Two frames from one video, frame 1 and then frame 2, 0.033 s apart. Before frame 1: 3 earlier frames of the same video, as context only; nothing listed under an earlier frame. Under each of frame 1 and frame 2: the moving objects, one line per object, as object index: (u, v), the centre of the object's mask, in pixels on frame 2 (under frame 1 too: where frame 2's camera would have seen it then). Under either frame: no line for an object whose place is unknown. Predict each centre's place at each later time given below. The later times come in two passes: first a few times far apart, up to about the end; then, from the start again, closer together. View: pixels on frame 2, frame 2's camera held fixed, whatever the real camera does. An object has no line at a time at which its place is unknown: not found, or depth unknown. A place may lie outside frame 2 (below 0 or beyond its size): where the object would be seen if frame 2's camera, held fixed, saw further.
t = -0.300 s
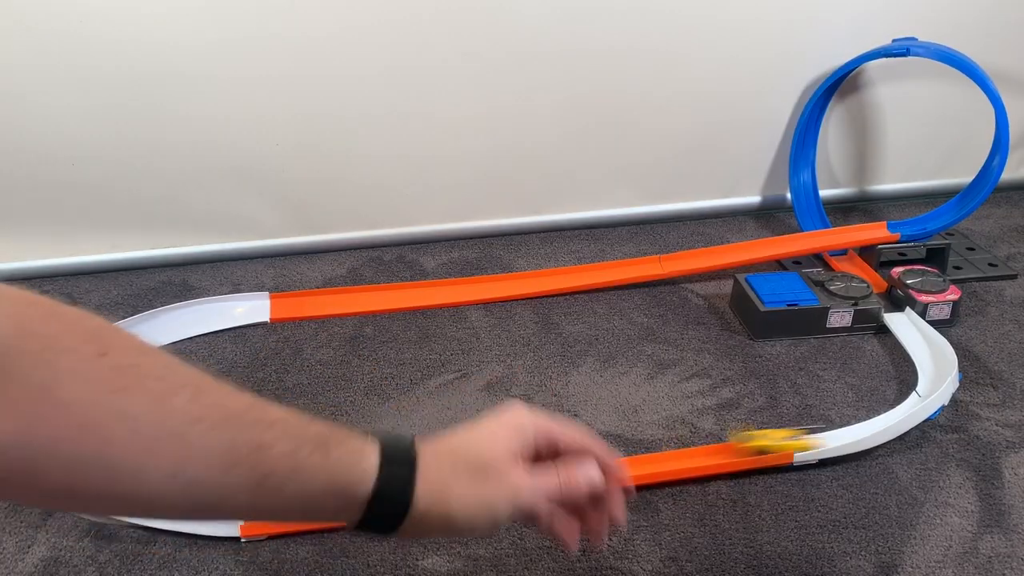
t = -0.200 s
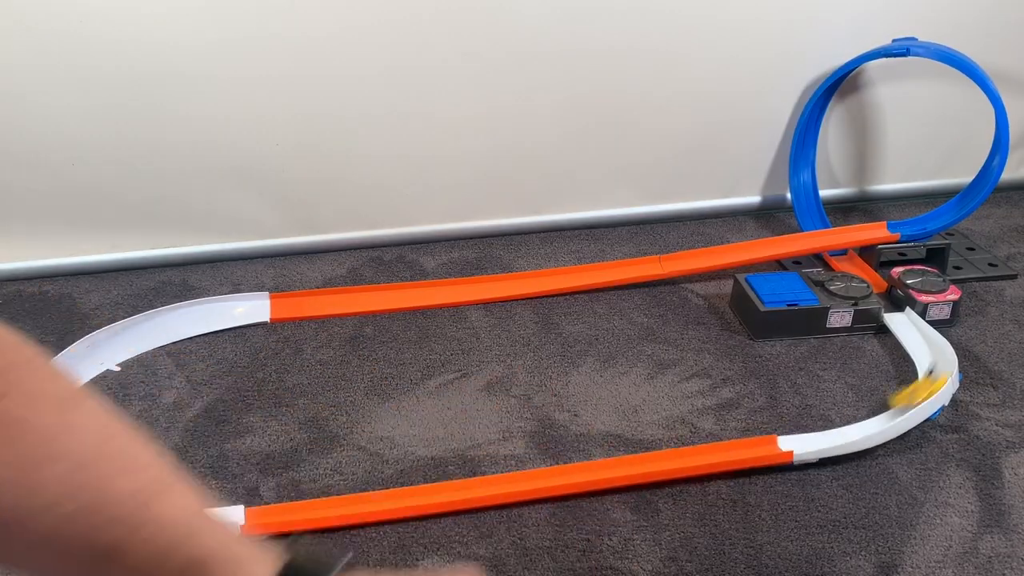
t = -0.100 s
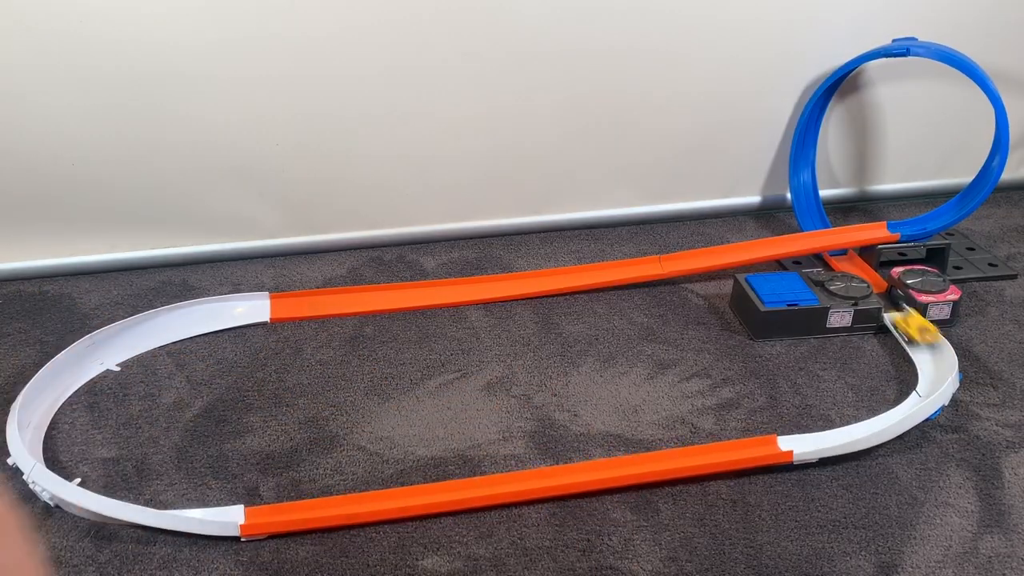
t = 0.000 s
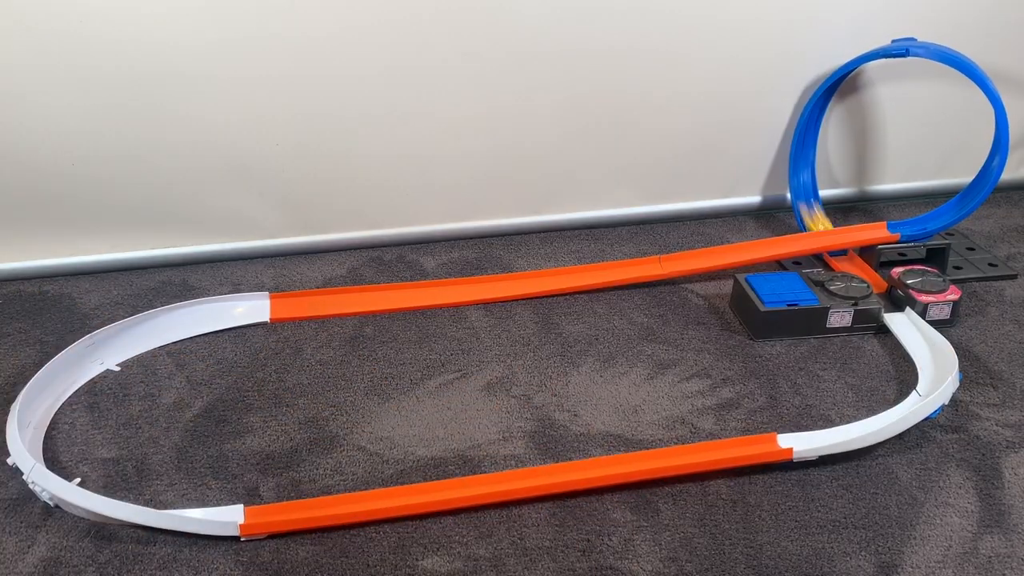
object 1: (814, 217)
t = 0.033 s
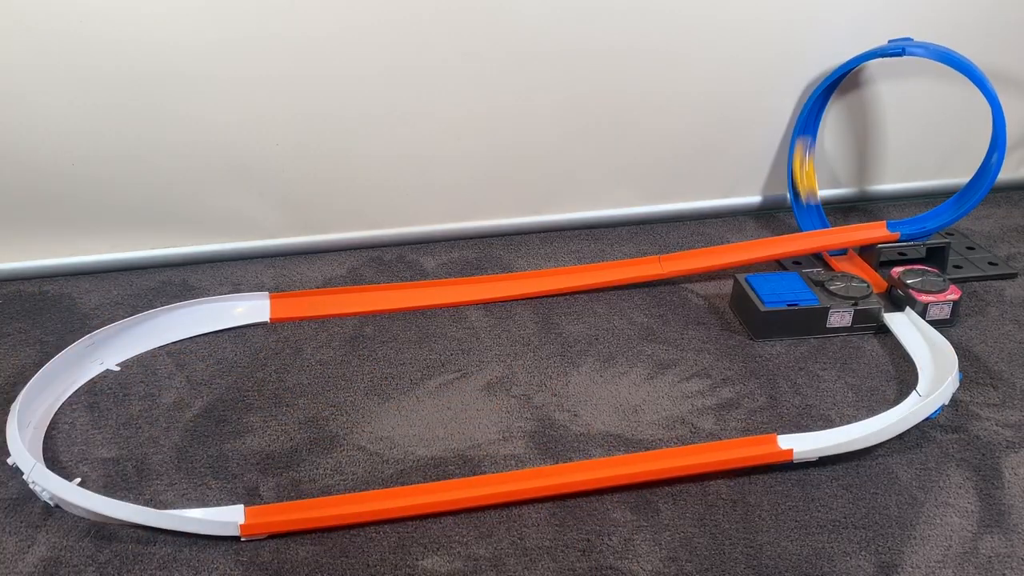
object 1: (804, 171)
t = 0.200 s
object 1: (967, 84)
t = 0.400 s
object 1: (768, 237)
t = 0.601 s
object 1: (475, 286)
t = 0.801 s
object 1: (323, 267)
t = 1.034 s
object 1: (280, 259)
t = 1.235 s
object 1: (289, 263)
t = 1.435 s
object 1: (288, 262)
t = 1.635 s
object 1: (288, 262)
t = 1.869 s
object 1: (288, 262)
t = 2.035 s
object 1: (288, 262)
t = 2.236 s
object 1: (288, 262)
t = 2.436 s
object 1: (288, 262)
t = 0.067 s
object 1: (814, 119)
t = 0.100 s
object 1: (839, 84)
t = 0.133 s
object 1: (879, 62)
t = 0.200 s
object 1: (967, 84)
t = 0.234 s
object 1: (992, 126)
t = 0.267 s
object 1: (981, 177)
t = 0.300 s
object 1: (940, 212)
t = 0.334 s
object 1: (883, 223)
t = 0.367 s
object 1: (829, 226)
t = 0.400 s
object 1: (768, 237)
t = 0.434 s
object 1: (715, 253)
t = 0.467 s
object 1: (660, 265)
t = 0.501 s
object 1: (605, 275)
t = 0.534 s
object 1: (550, 290)
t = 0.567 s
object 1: (504, 295)
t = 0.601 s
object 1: (475, 286)
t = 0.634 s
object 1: (447, 276)
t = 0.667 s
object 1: (414, 276)
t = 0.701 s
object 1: (388, 273)
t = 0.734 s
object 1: (365, 265)
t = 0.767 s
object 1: (342, 265)
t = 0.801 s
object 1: (323, 267)
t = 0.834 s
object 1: (303, 270)
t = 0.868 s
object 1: (290, 272)
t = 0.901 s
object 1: (284, 261)
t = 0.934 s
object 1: (280, 257)
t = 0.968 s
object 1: (277, 259)
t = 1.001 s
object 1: (277, 259)
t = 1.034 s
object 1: (280, 259)
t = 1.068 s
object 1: (283, 258)
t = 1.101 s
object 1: (286, 259)
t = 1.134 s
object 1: (287, 261)
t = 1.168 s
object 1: (288, 262)
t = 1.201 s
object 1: (289, 263)
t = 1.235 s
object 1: (289, 263)
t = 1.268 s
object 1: (288, 262)
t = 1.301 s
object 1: (288, 262)
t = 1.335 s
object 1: (288, 262)
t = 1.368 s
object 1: (288, 262)
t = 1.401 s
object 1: (288, 262)
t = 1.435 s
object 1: (288, 262)
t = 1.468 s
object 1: (288, 262)
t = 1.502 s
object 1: (288, 262)
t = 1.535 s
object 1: (288, 262)
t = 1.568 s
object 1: (288, 262)
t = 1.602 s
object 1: (288, 262)
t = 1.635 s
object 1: (288, 262)
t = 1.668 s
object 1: (288, 262)
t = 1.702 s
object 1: (288, 262)
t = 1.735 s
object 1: (288, 262)
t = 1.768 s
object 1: (288, 262)
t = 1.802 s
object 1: (288, 262)
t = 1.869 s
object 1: (288, 262)
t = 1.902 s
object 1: (288, 262)
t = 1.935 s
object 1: (288, 262)
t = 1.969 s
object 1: (288, 262)
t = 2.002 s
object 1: (288, 262)
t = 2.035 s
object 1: (288, 262)
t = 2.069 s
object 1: (288, 262)
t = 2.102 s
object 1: (288, 262)
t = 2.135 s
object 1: (288, 262)
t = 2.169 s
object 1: (288, 262)
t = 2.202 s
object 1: (288, 262)
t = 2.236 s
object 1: (288, 262)
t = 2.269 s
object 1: (288, 262)
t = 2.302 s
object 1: (288, 262)
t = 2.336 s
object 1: (288, 262)
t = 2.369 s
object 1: (288, 262)
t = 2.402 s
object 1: (288, 262)
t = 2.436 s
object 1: (288, 262)
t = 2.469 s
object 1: (288, 262)
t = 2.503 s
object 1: (288, 262)
